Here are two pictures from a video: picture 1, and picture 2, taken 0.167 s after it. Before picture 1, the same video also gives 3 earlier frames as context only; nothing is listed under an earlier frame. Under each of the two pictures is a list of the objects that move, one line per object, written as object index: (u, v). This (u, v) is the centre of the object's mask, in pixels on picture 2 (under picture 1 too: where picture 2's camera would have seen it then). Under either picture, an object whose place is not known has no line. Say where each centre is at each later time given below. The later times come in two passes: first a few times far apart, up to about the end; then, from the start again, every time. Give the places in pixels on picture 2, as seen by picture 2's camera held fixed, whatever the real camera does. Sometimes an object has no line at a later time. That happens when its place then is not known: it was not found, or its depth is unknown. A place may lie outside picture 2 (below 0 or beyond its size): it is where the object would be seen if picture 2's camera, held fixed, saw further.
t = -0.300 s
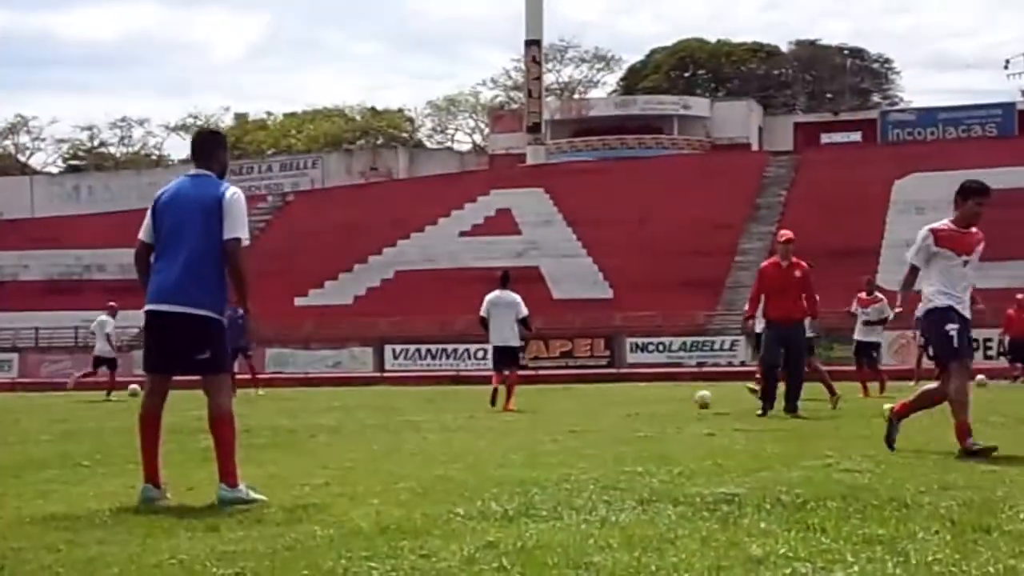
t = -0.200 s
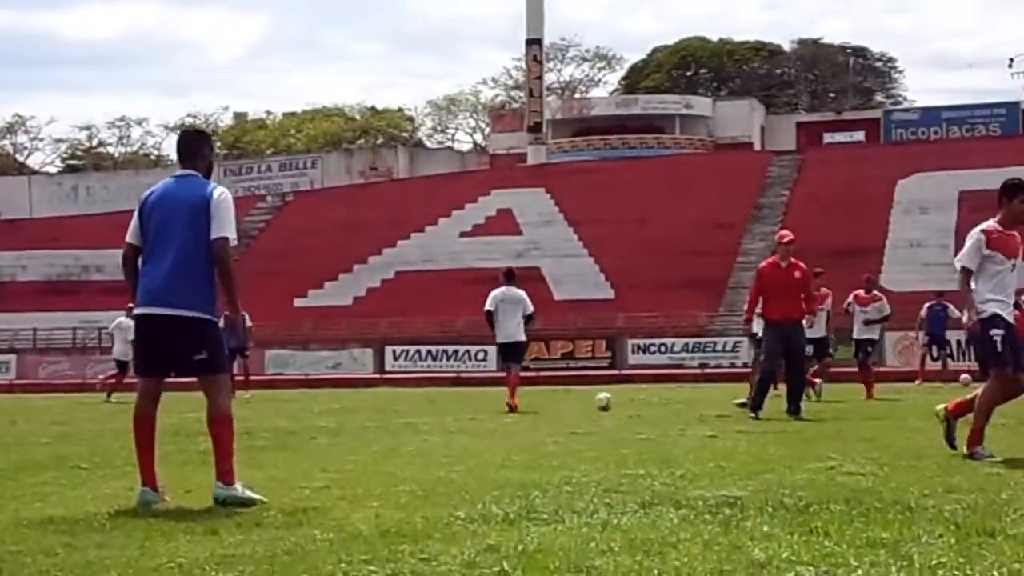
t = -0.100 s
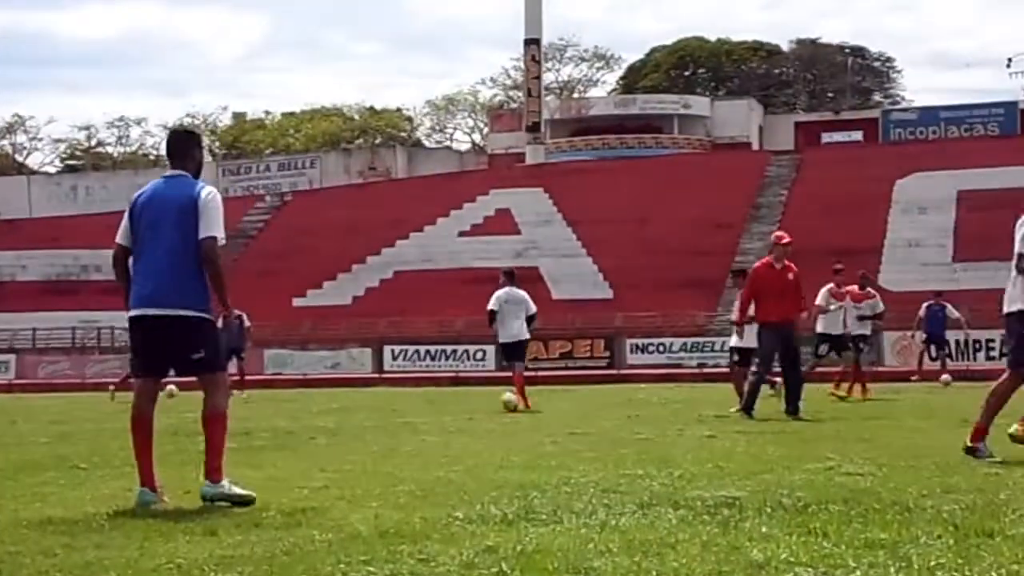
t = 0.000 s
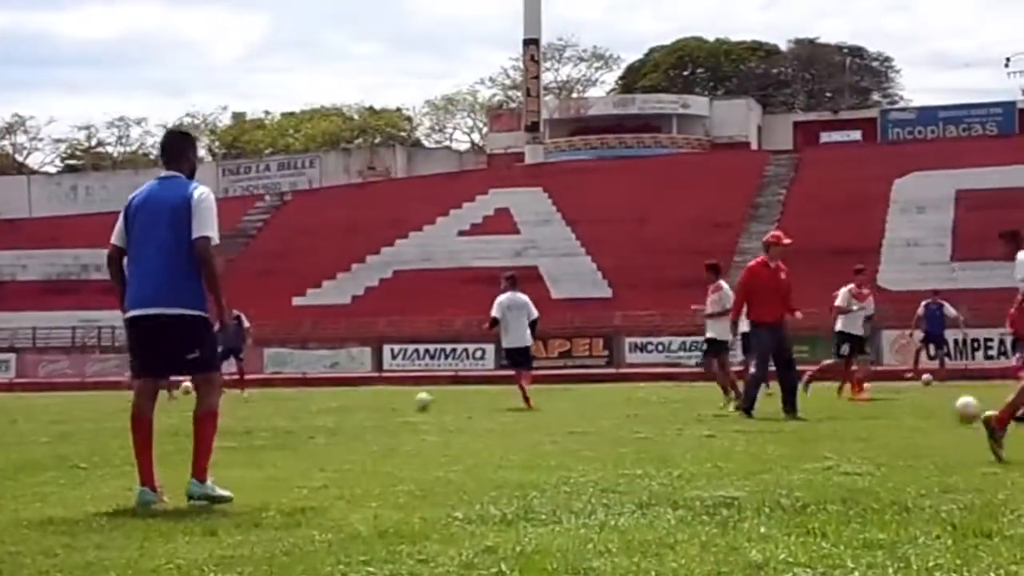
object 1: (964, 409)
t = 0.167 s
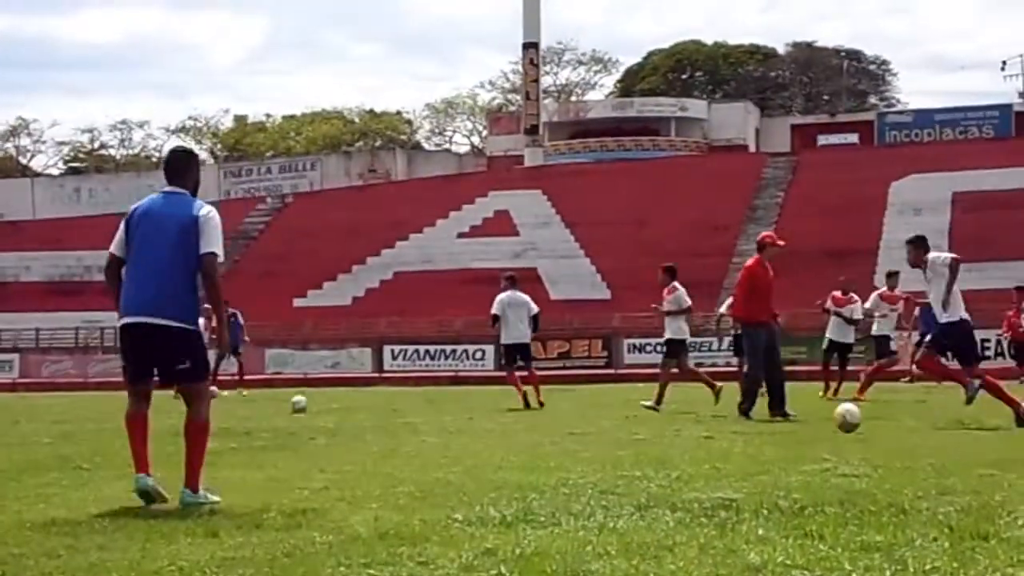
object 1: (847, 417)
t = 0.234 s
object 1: (799, 421)
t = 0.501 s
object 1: (612, 424)
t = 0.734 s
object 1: (445, 431)
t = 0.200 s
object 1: (823, 419)
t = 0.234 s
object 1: (799, 421)
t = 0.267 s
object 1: (775, 424)
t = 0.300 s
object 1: (752, 423)
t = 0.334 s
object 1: (728, 425)
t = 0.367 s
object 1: (704, 427)
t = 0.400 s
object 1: (680, 431)
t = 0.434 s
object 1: (657, 429)
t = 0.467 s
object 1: (634, 425)
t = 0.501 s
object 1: (612, 424)
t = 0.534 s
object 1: (588, 424)
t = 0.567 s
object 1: (564, 426)
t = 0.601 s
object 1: (542, 430)
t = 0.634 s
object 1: (518, 435)
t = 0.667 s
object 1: (493, 440)
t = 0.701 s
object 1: (468, 436)
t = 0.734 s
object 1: (445, 431)
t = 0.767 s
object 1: (419, 428)
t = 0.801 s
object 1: (394, 428)
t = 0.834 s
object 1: (370, 428)
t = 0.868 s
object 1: (343, 431)
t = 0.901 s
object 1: (314, 435)
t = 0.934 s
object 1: (289, 442)
